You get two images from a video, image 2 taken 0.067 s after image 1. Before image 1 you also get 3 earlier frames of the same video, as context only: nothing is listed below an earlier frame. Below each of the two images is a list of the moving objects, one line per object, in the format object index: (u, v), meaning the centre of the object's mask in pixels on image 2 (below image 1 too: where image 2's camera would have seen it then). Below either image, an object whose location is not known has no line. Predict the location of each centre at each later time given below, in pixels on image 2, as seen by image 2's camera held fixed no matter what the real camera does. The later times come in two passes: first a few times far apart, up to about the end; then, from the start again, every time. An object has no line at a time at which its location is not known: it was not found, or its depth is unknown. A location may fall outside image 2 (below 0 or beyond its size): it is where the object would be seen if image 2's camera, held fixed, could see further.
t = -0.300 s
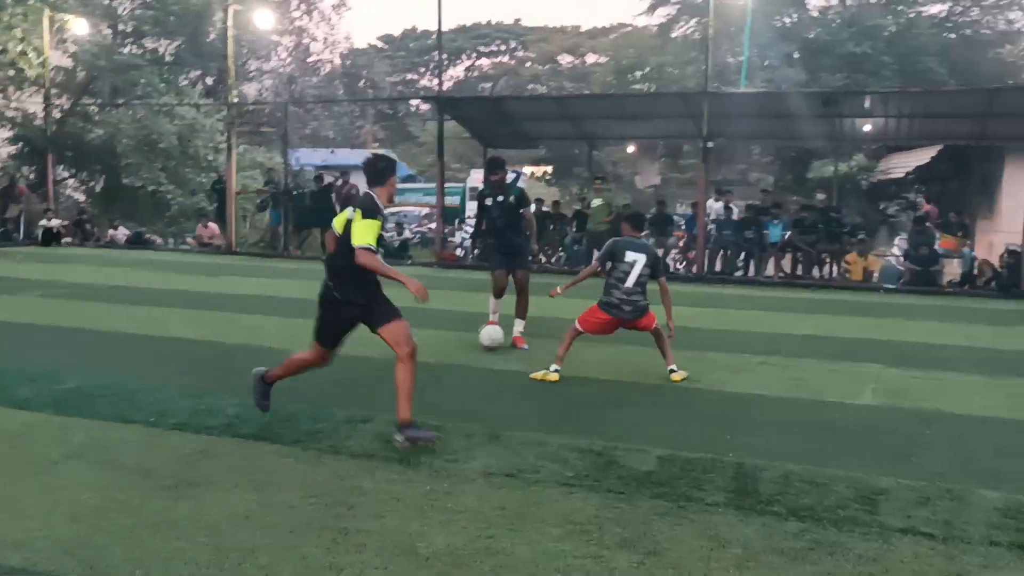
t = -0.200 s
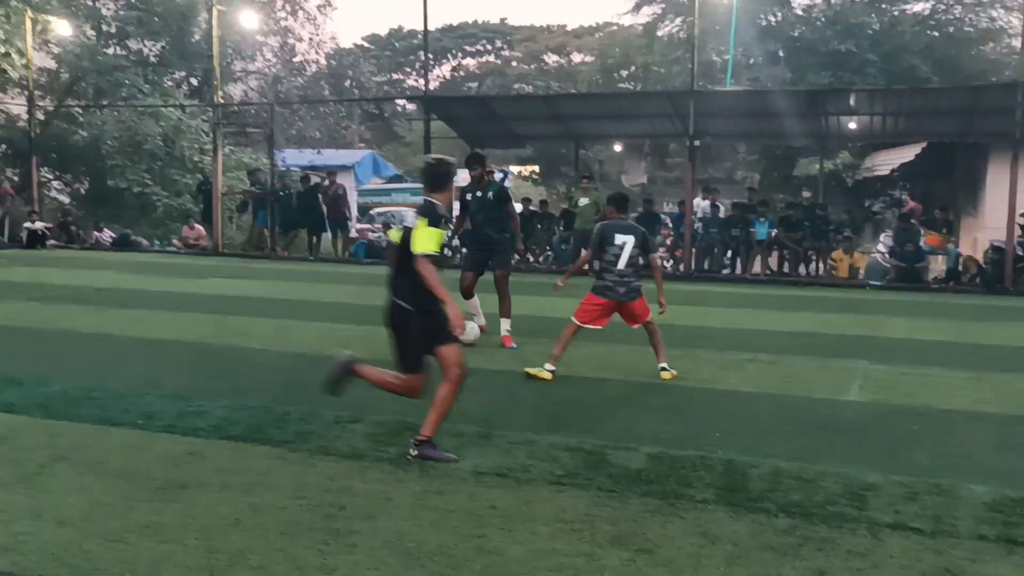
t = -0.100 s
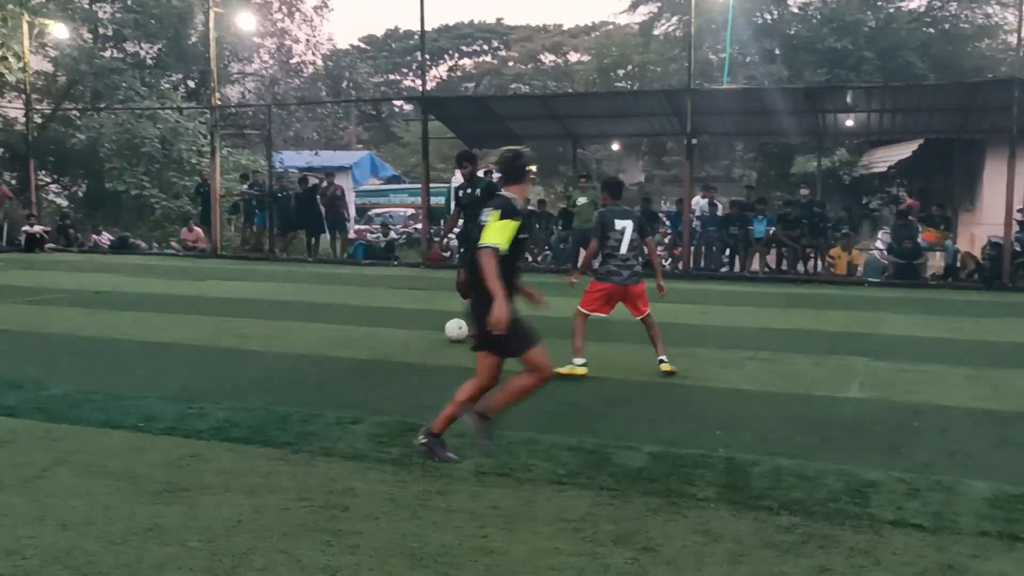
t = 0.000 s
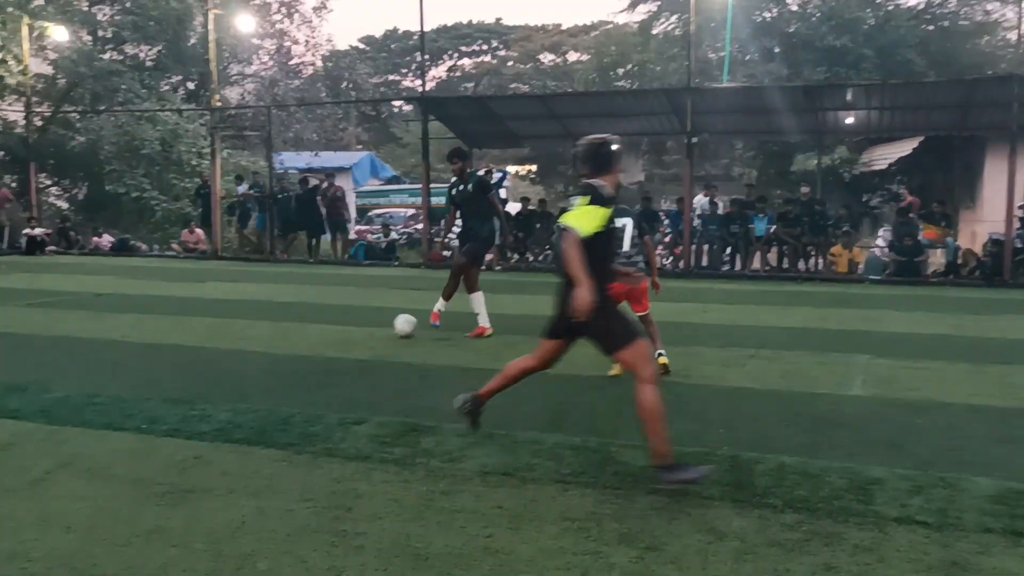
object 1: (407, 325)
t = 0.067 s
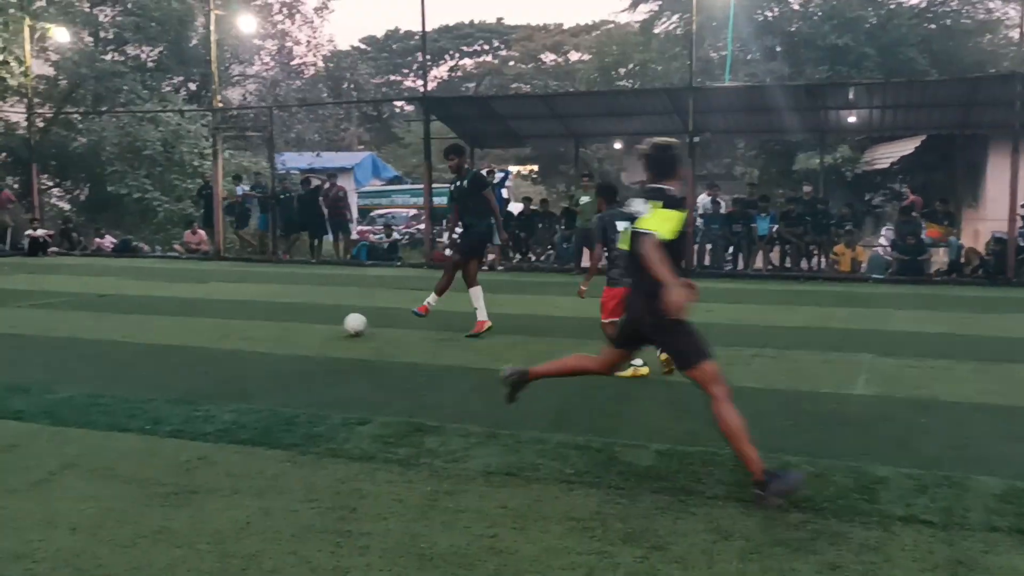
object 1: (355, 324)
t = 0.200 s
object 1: (266, 320)
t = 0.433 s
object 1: (145, 313)
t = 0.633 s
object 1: (55, 311)
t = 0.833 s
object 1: (-24, 306)
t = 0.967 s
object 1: (-72, 304)
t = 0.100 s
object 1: (330, 323)
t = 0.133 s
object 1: (308, 321)
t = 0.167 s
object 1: (287, 320)
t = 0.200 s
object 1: (266, 320)
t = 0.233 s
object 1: (246, 320)
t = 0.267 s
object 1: (228, 317)
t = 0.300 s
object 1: (211, 316)
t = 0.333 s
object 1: (194, 315)
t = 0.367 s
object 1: (177, 316)
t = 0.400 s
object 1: (161, 315)
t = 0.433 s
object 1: (145, 313)
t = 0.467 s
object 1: (129, 311)
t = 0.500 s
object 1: (114, 311)
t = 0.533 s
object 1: (99, 312)
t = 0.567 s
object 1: (84, 312)
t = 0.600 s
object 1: (70, 311)
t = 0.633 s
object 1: (55, 311)
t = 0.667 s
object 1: (42, 309)
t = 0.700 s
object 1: (28, 308)
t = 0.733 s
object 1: (14, 307)
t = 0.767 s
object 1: (2, 308)
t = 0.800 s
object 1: (-11, 306)
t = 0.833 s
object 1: (-24, 306)
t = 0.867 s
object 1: (-36, 305)
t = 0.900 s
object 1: (-49, 304)
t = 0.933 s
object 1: (-60, 304)
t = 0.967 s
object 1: (-72, 304)
